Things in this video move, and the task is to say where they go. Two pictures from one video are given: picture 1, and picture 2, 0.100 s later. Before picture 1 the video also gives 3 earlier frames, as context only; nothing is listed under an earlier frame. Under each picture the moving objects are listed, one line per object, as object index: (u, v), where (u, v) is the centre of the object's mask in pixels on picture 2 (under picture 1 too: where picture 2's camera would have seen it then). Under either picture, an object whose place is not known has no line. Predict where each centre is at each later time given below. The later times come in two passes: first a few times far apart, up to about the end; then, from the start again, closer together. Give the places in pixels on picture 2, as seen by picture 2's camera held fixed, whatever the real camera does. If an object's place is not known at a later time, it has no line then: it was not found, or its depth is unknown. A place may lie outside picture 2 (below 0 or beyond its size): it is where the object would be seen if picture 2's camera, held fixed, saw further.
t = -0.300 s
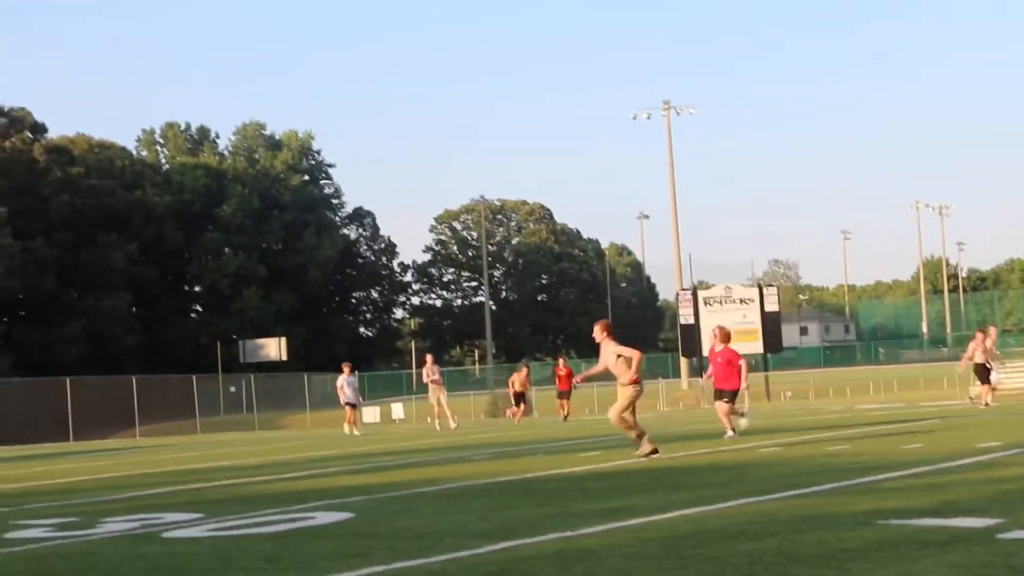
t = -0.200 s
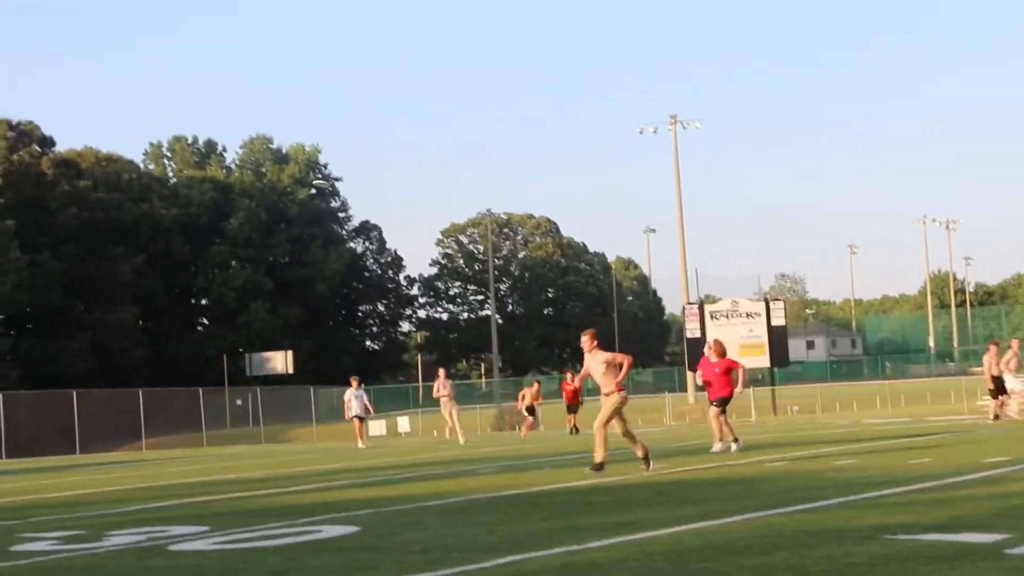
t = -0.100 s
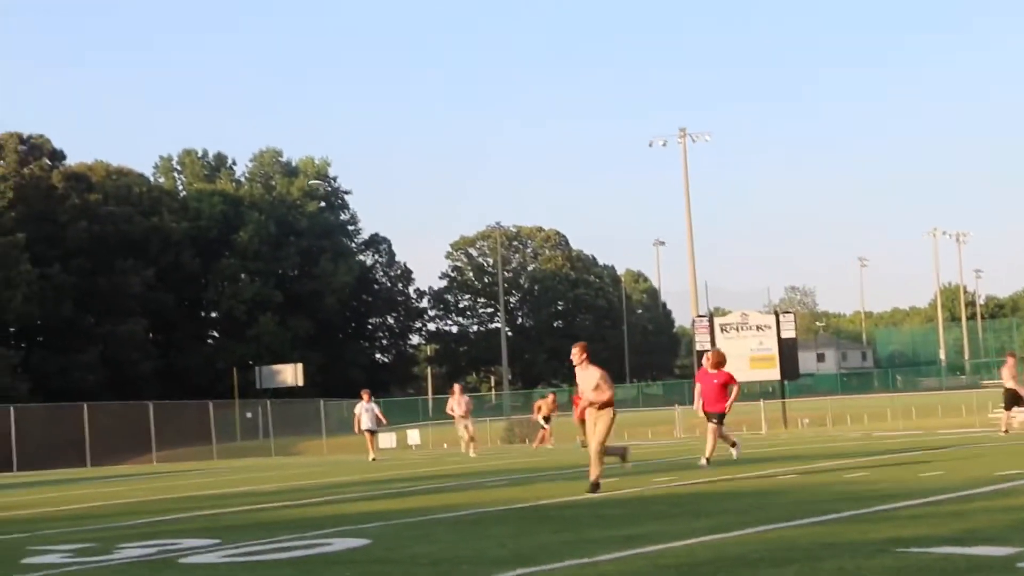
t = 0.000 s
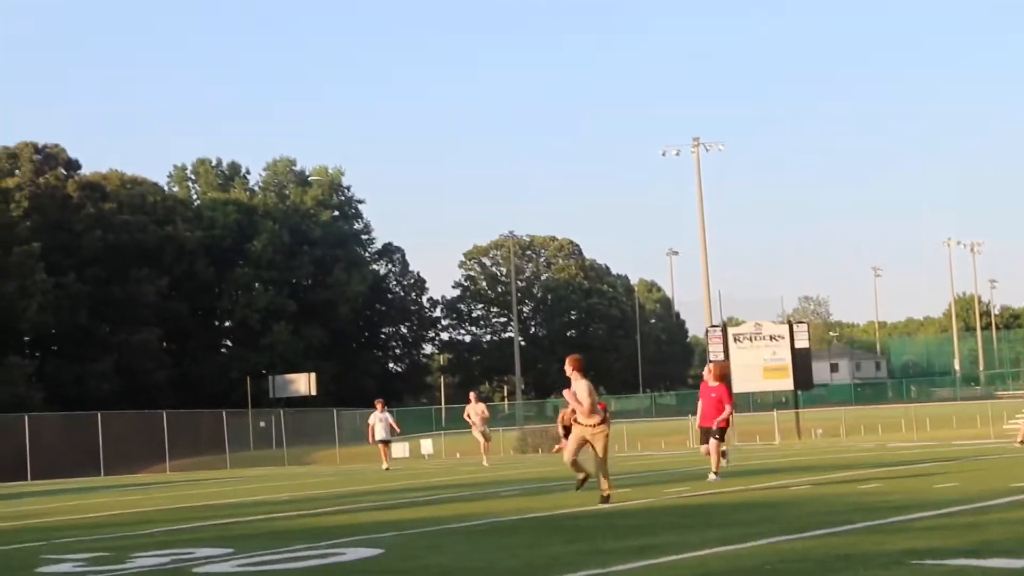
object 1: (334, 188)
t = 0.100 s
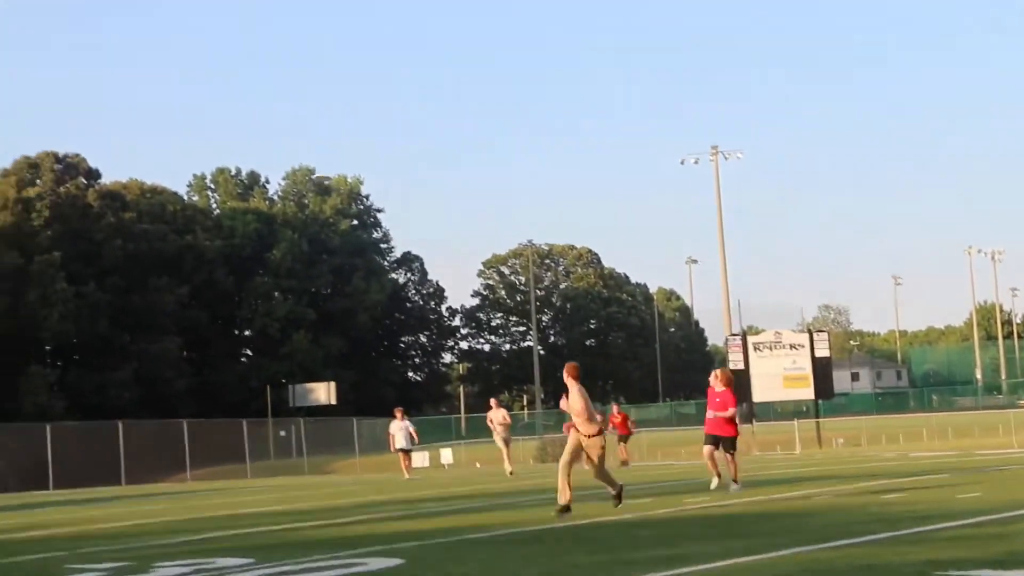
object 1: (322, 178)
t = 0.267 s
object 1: (301, 160)
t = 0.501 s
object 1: (272, 137)
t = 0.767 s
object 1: (239, 119)
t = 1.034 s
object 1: (209, 106)
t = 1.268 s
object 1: (186, 100)
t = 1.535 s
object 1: (167, 104)
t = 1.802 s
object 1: (155, 119)
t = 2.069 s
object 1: (159, 153)
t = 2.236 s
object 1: (171, 184)
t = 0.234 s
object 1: (306, 164)
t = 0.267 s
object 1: (301, 160)
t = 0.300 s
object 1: (297, 157)
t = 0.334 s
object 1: (292, 153)
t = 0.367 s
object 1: (288, 150)
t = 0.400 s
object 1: (284, 147)
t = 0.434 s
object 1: (280, 144)
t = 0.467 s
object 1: (276, 141)
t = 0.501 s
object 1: (272, 137)
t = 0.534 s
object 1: (268, 135)
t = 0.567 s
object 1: (263, 132)
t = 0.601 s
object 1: (259, 129)
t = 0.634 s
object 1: (254, 127)
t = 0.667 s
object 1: (250, 124)
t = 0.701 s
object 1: (246, 122)
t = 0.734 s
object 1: (243, 120)
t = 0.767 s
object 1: (239, 119)
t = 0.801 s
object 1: (234, 116)
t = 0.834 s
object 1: (231, 115)
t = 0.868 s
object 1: (227, 113)
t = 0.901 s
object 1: (223, 112)
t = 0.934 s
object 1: (219, 110)
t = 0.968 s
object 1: (216, 109)
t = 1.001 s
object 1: (212, 107)
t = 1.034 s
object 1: (209, 106)
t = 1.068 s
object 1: (205, 105)
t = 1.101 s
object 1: (202, 103)
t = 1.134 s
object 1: (199, 103)
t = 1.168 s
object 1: (196, 102)
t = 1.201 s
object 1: (192, 101)
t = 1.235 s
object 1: (189, 100)
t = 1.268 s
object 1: (186, 100)
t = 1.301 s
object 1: (184, 100)
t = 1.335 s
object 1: (182, 100)
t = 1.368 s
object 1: (178, 99)
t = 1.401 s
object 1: (176, 100)
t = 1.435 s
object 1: (173, 100)
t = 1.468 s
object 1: (171, 101)
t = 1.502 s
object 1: (169, 104)
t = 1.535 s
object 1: (167, 104)
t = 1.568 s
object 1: (164, 104)
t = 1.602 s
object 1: (162, 106)
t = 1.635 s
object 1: (160, 108)
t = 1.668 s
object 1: (158, 109)
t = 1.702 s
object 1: (158, 112)
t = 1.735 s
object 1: (157, 114)
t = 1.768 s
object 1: (155, 116)
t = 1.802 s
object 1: (155, 119)
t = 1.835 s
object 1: (153, 122)
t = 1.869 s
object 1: (153, 126)
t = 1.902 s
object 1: (154, 129)
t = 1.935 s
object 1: (154, 133)
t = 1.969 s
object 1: (155, 137)
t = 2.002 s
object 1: (156, 142)
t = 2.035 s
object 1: (157, 147)
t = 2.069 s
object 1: (159, 153)
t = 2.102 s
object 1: (160, 158)
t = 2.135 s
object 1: (163, 164)
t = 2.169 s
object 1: (166, 171)
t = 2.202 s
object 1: (169, 177)
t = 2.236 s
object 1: (171, 184)
